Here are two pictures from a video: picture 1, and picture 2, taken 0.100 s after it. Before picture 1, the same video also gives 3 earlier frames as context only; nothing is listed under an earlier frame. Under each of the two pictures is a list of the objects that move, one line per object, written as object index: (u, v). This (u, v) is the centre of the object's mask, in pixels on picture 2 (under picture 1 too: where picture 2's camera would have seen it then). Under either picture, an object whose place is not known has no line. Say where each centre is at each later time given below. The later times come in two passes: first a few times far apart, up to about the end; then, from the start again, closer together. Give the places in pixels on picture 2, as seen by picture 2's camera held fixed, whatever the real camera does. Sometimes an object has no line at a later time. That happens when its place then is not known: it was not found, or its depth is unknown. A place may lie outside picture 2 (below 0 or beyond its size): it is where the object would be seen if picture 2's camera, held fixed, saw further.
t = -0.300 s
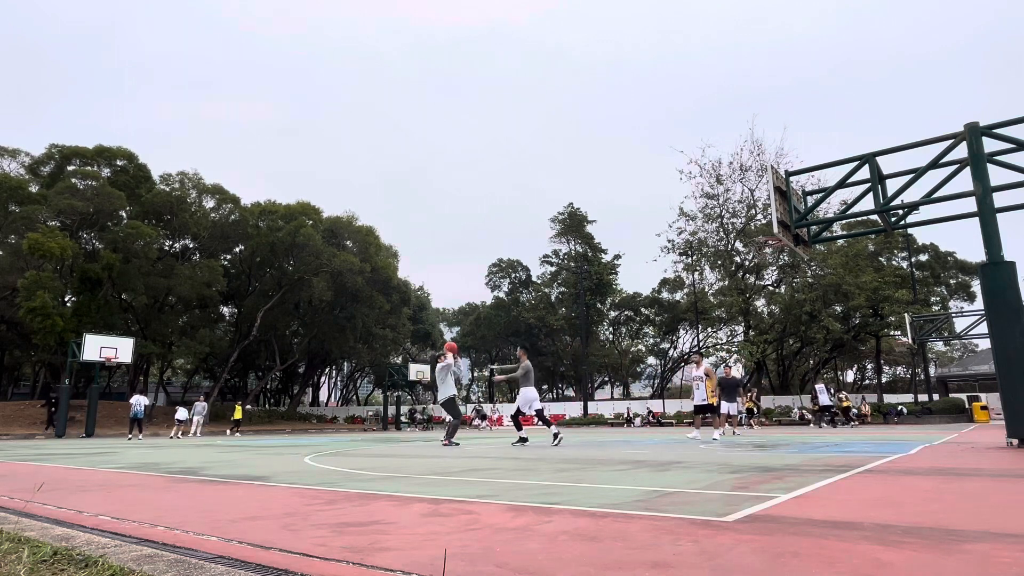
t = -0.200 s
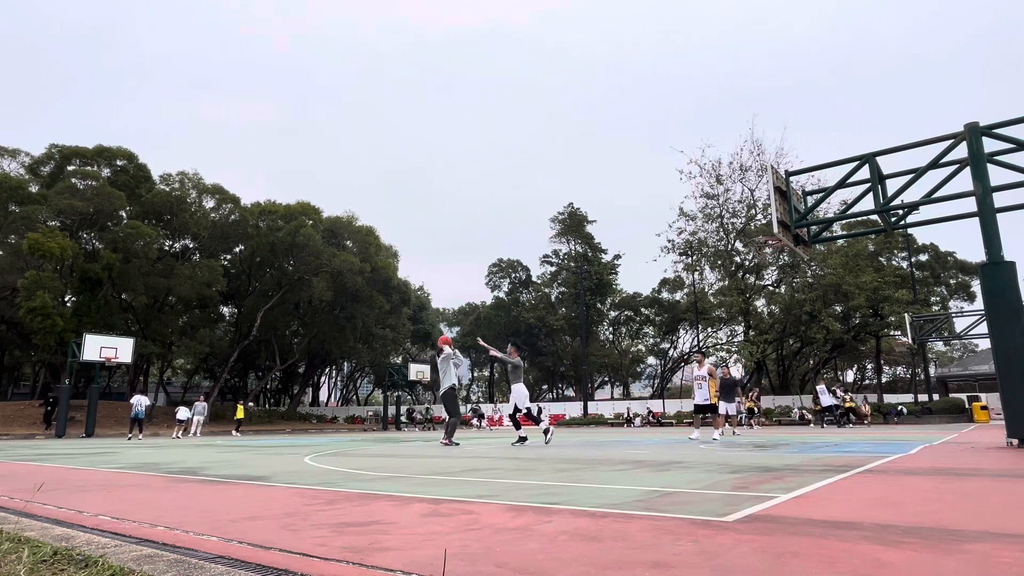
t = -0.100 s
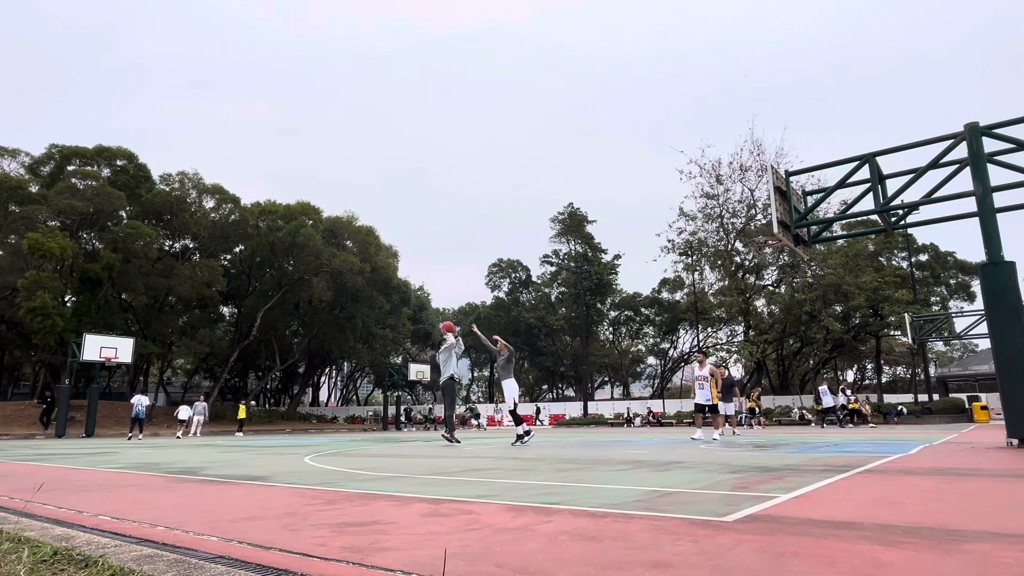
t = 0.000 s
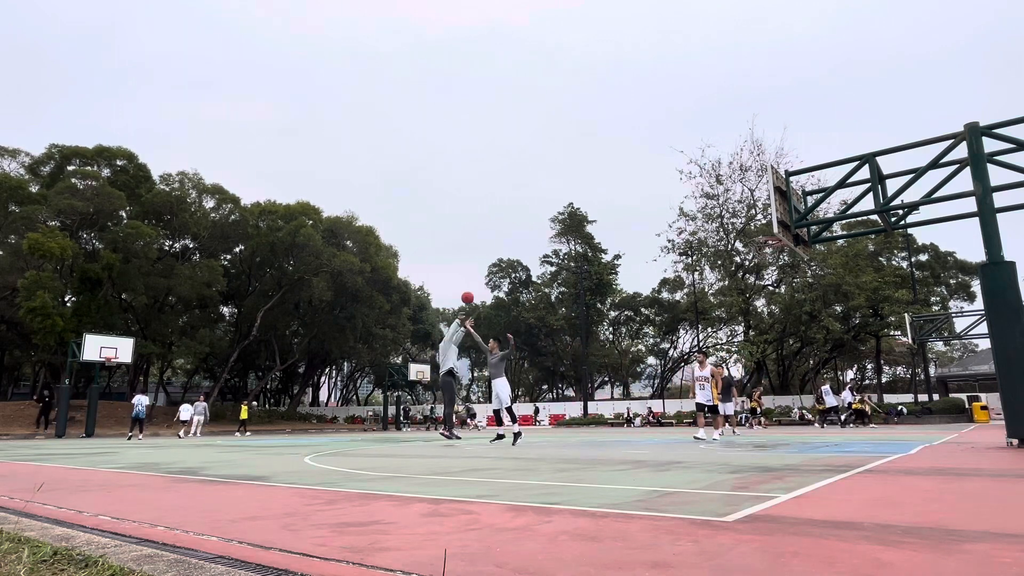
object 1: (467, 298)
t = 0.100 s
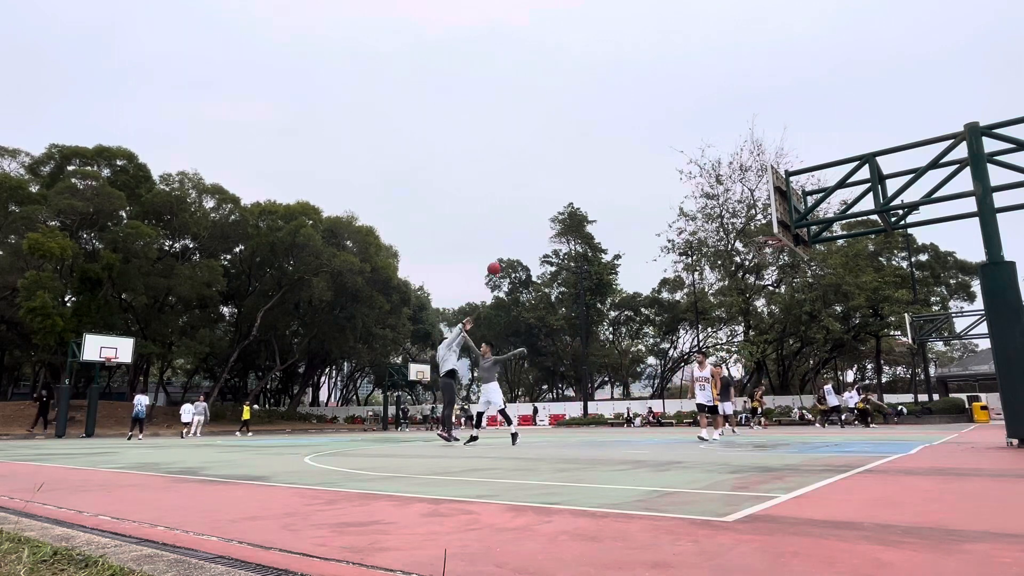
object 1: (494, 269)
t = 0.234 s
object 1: (529, 237)
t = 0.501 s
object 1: (605, 201)
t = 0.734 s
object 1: (680, 199)
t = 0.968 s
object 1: (764, 230)
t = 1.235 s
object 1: (724, 247)
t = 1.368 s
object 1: (694, 271)
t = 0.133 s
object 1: (502, 260)
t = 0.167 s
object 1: (511, 252)
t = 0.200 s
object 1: (520, 244)
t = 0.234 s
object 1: (529, 237)
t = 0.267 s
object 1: (539, 231)
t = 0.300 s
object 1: (548, 225)
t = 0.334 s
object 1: (557, 220)
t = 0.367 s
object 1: (567, 215)
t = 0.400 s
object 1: (576, 211)
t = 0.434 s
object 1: (586, 207)
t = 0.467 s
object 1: (596, 204)
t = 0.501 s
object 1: (605, 201)
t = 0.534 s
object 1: (616, 199)
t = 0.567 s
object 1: (626, 198)
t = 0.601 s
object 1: (636, 197)
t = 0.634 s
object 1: (647, 197)
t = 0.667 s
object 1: (657, 197)
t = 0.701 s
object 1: (668, 198)
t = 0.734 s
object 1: (680, 199)
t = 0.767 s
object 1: (691, 201)
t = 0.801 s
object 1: (702, 204)
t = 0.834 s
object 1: (714, 208)
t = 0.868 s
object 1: (726, 212)
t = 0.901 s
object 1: (739, 218)
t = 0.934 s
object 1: (751, 223)
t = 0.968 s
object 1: (764, 230)
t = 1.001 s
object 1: (769, 230)
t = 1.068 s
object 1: (764, 231)
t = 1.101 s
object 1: (755, 233)
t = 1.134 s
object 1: (748, 236)
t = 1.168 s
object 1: (740, 239)
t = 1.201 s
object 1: (732, 242)
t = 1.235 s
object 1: (724, 247)
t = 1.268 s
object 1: (717, 252)
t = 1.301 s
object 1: (709, 257)
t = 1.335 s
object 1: (702, 263)
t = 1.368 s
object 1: (694, 271)
